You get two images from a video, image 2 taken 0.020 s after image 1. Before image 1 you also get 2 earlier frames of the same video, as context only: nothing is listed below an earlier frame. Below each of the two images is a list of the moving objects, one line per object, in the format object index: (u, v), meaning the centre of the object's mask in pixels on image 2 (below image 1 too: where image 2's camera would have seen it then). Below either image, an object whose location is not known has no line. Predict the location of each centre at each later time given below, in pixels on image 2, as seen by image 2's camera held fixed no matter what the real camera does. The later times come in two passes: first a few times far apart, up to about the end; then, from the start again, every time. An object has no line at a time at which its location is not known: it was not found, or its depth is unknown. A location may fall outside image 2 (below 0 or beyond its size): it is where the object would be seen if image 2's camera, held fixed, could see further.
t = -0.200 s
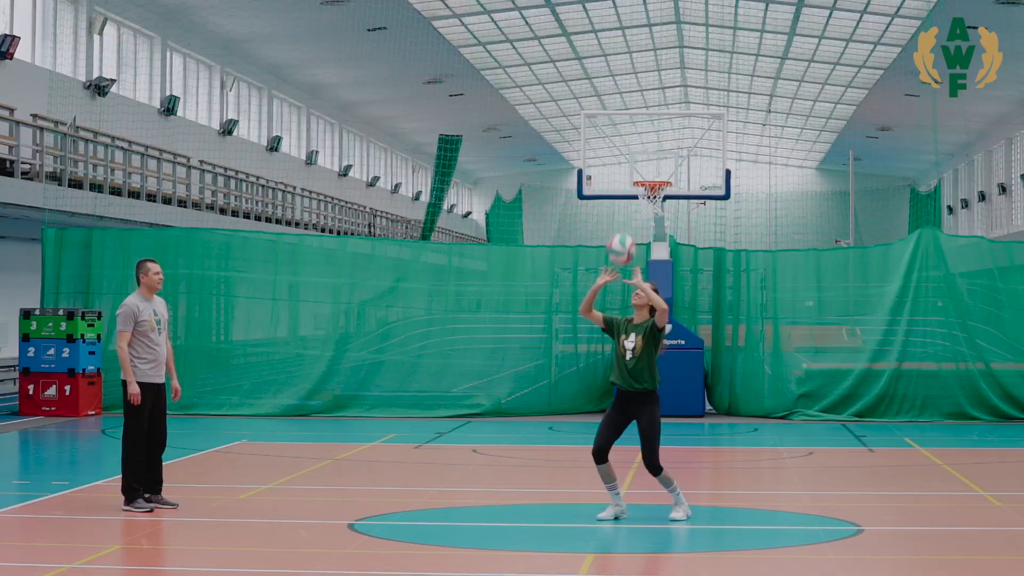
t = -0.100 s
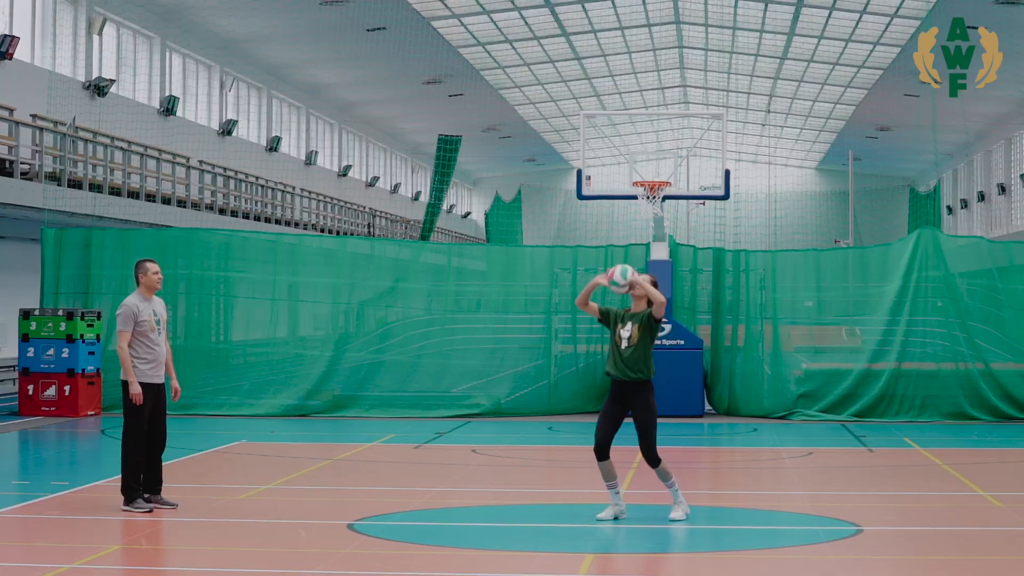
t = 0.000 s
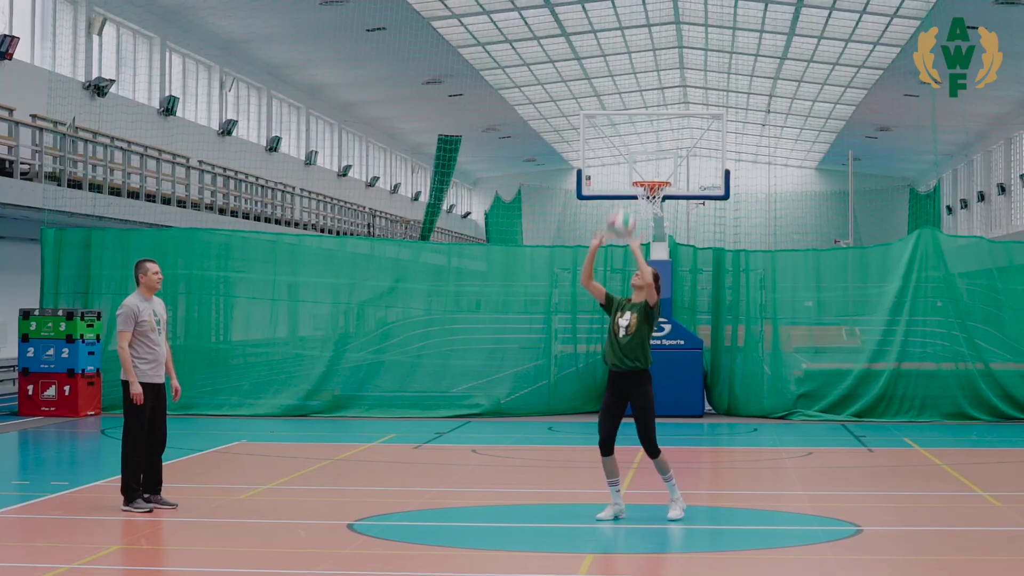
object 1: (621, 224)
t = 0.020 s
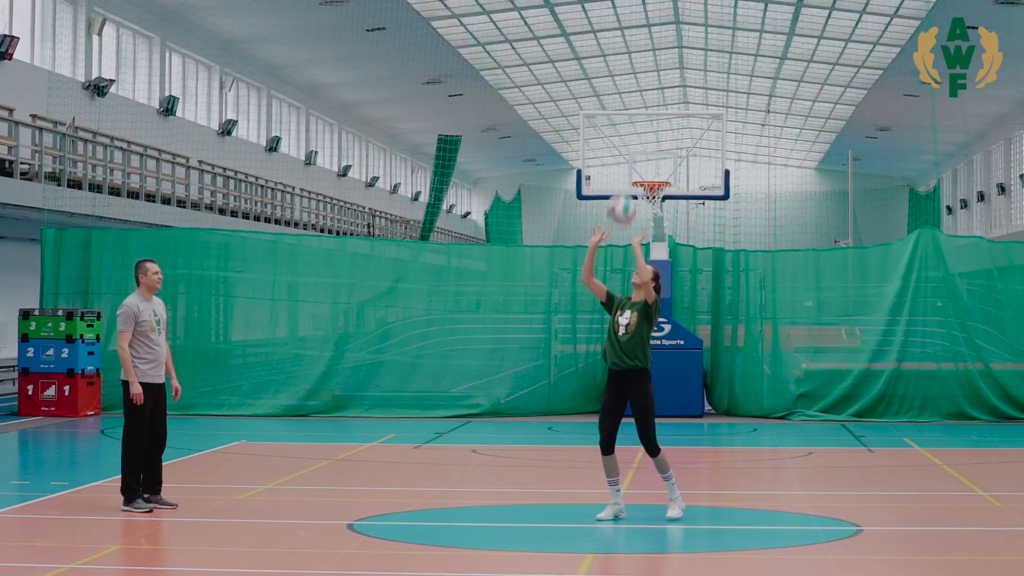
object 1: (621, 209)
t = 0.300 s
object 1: (620, 76)
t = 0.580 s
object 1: (618, 46)
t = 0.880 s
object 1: (616, 132)
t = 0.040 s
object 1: (622, 197)
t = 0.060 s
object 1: (621, 186)
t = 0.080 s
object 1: (621, 173)
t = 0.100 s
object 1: (621, 162)
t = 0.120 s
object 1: (621, 151)
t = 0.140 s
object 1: (620, 139)
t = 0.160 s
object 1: (620, 129)
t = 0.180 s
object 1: (621, 120)
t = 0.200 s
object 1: (621, 112)
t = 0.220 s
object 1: (621, 103)
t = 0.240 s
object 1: (620, 95)
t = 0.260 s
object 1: (620, 88)
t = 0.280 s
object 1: (620, 81)
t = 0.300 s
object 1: (620, 76)
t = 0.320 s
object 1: (620, 70)
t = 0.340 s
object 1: (620, 65)
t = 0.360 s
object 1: (619, 61)
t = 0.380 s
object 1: (620, 57)
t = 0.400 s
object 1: (620, 54)
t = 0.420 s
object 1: (619, 51)
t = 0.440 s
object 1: (619, 49)
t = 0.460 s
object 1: (619, 46)
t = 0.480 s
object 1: (618, 45)
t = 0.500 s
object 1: (618, 45)
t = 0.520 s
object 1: (618, 45)
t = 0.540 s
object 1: (618, 45)
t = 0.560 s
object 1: (618, 45)
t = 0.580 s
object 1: (618, 46)
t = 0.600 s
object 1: (617, 48)
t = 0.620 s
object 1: (617, 51)
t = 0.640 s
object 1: (617, 53)
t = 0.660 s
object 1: (617, 57)
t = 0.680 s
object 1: (617, 61)
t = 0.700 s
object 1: (617, 65)
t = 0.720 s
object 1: (617, 70)
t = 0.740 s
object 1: (617, 76)
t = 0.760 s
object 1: (617, 82)
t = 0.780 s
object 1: (617, 89)
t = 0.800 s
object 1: (617, 97)
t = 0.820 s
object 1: (617, 105)
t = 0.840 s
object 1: (616, 113)
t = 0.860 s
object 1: (616, 122)
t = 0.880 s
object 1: (616, 132)
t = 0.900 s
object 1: (616, 142)
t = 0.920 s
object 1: (615, 152)
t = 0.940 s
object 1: (616, 163)
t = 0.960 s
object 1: (615, 175)
